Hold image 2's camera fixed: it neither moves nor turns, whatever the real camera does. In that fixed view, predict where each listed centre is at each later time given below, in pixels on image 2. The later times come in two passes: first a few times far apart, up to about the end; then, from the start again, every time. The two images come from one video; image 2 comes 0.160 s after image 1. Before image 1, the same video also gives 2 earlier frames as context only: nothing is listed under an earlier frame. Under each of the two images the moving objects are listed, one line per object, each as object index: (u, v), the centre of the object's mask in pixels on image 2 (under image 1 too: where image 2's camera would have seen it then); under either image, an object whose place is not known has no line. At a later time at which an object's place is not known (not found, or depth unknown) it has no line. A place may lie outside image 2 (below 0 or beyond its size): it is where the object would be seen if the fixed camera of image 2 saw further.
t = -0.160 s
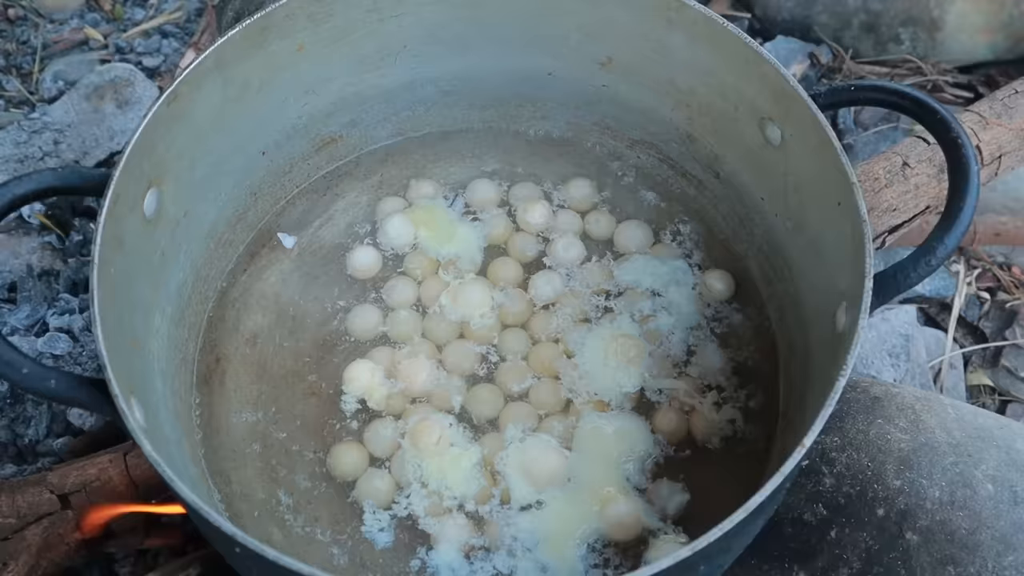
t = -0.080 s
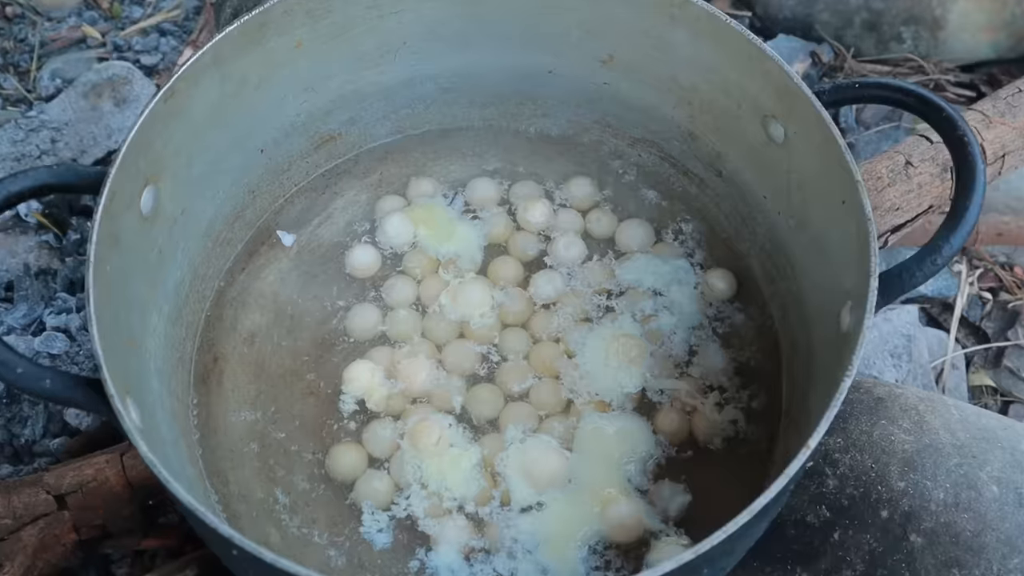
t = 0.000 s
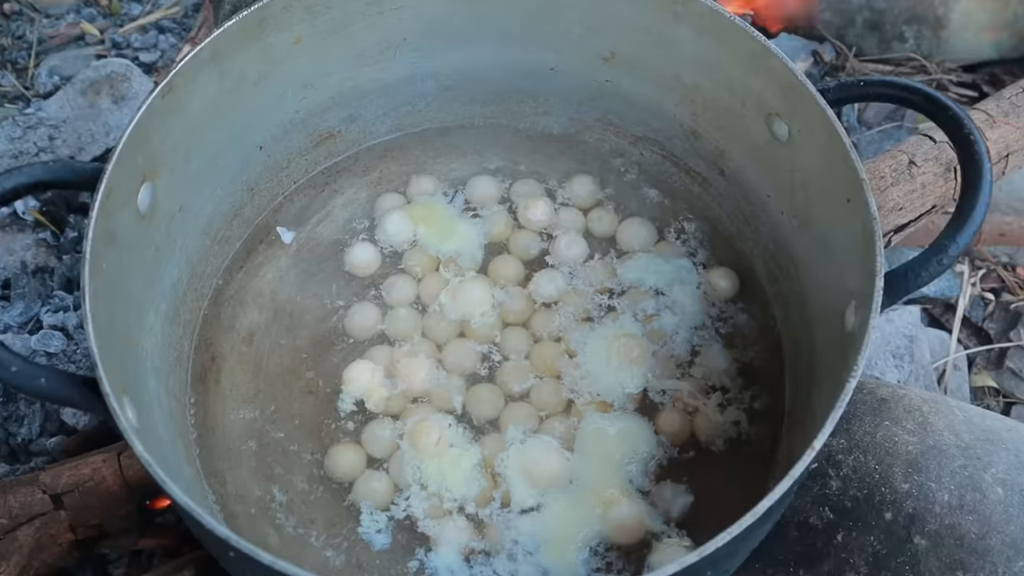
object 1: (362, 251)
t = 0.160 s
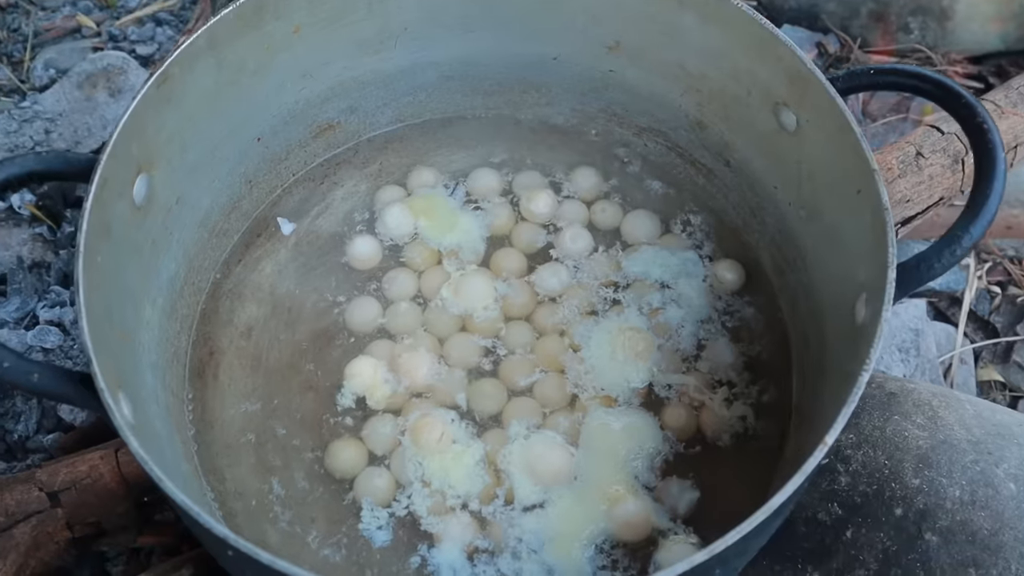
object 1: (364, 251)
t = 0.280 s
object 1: (364, 251)
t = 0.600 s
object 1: (366, 251)
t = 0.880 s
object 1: (369, 251)
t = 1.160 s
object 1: (372, 251)
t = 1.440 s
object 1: (374, 253)
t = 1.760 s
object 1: (376, 255)
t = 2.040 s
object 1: (378, 256)
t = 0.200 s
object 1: (364, 251)
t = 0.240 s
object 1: (364, 251)
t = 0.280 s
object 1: (364, 251)
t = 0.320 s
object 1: (365, 251)
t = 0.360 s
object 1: (364, 251)
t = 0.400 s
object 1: (365, 251)
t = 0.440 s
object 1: (365, 251)
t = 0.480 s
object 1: (365, 251)
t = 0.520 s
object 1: (366, 251)
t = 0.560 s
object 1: (366, 251)
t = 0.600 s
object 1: (366, 251)
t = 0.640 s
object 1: (367, 251)
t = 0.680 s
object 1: (367, 251)
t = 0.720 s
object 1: (368, 251)
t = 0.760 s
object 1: (368, 251)
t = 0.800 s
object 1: (369, 251)
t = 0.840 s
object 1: (369, 251)
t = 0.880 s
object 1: (369, 251)
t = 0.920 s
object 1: (369, 251)
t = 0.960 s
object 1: (370, 251)
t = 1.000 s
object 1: (370, 251)
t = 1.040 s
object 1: (371, 251)
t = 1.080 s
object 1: (371, 251)
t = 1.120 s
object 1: (371, 251)
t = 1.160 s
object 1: (372, 251)
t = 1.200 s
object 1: (372, 252)
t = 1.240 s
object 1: (373, 252)
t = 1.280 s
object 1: (373, 252)
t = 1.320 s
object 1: (374, 252)
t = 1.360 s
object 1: (374, 252)
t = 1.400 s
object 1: (374, 252)
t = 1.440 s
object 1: (374, 253)
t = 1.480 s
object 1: (374, 253)
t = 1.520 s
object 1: (375, 253)
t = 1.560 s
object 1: (375, 253)
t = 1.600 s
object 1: (375, 254)
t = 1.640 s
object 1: (376, 254)
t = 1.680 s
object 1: (376, 254)
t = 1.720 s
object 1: (376, 254)
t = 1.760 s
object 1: (376, 255)
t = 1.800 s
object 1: (377, 255)
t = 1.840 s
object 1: (377, 255)
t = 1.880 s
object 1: (377, 255)
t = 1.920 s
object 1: (378, 255)
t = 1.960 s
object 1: (378, 255)
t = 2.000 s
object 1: (378, 256)
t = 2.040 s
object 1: (378, 256)
